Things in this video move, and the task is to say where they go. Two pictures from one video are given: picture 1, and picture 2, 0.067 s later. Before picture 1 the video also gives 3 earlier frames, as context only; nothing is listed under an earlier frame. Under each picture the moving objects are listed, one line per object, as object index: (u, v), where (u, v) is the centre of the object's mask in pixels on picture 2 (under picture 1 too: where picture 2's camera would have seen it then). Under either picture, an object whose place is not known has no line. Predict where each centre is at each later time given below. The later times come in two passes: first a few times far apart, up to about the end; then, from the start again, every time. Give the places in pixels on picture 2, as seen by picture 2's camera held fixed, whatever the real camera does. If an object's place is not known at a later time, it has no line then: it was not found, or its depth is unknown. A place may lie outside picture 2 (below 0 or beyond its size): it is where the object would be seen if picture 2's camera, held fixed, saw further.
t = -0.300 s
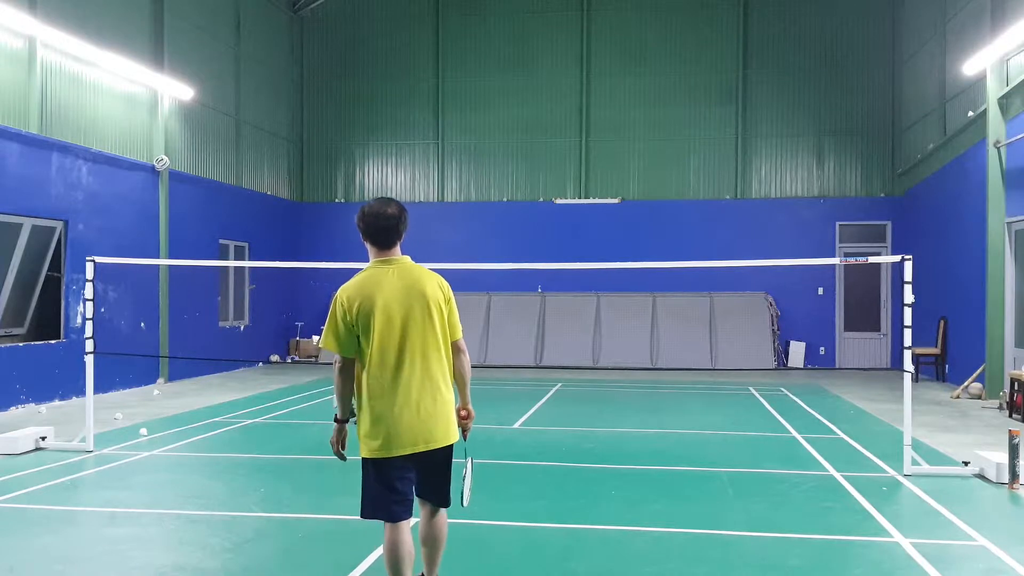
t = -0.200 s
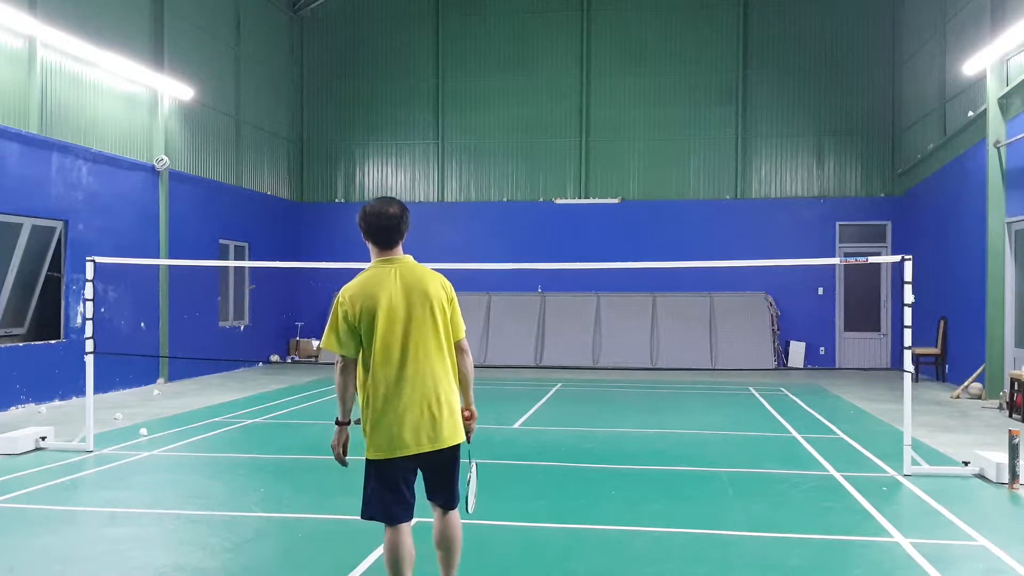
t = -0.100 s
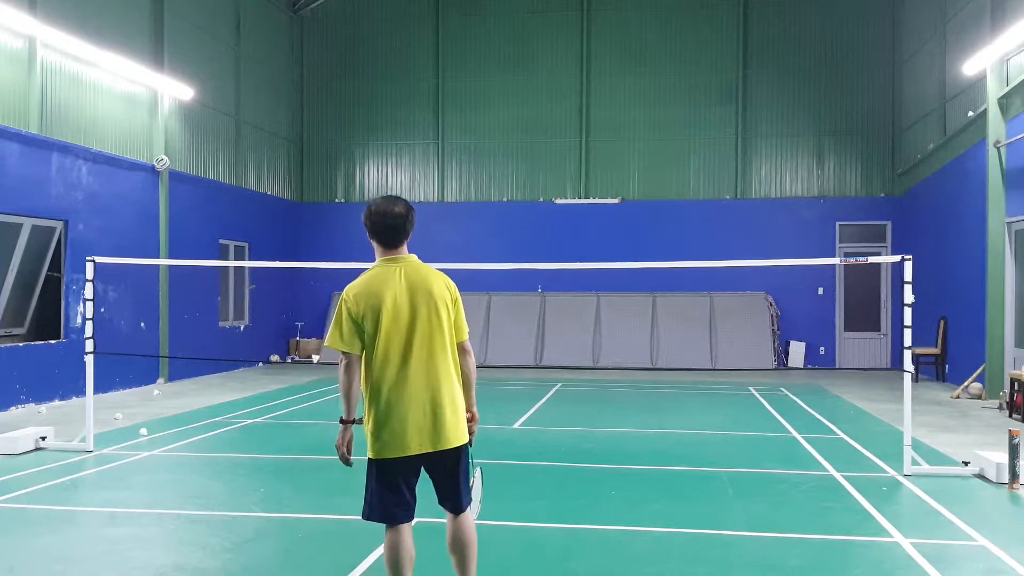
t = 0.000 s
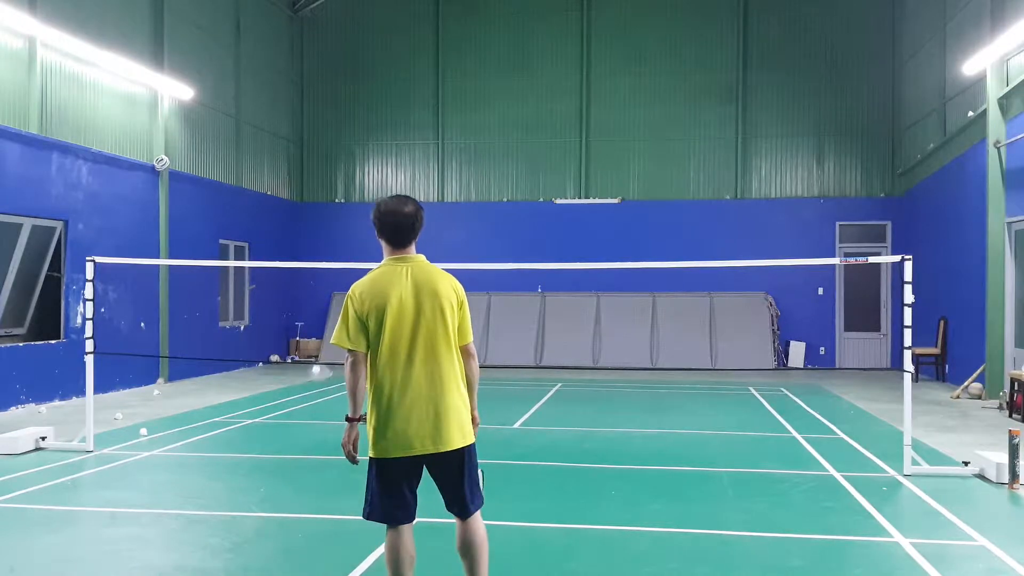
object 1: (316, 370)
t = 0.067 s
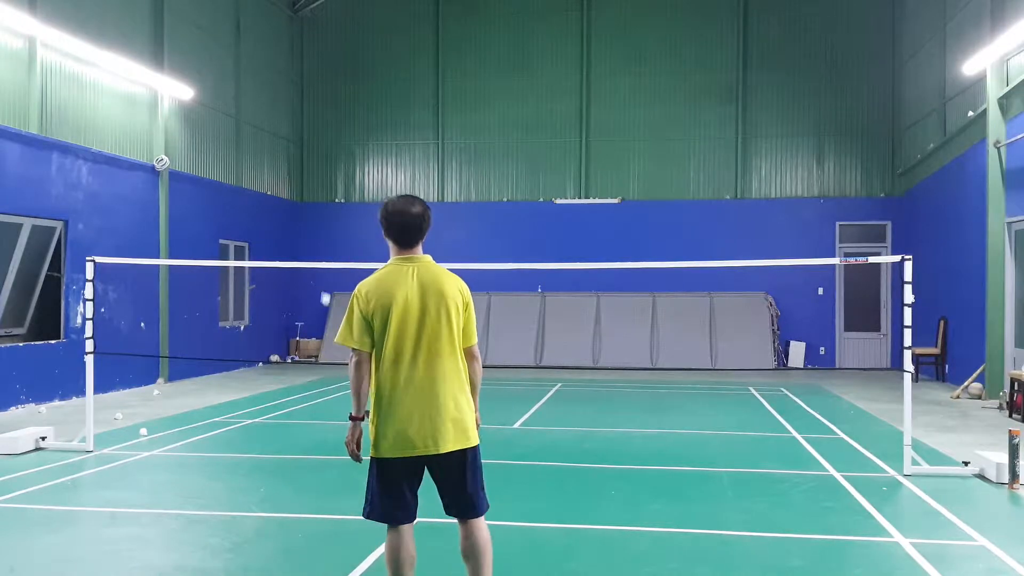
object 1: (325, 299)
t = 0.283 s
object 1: (354, 151)
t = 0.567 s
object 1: (387, 54)
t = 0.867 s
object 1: (427, 64)
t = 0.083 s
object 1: (326, 285)
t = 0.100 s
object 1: (325, 272)
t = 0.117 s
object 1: (326, 255)
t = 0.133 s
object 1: (329, 241)
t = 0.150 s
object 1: (331, 229)
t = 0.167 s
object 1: (335, 218)
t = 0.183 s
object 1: (338, 208)
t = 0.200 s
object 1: (342, 198)
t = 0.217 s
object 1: (346, 188)
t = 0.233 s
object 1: (348, 178)
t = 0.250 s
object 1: (351, 168)
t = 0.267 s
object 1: (353, 159)
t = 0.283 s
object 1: (354, 151)
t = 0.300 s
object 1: (356, 143)
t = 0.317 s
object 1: (358, 135)
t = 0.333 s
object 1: (359, 127)
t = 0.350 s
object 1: (361, 119)
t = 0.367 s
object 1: (363, 112)
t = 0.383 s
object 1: (365, 106)
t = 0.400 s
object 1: (366, 99)
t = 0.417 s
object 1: (369, 94)
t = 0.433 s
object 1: (371, 88)
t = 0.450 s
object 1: (373, 82)
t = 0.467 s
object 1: (375, 77)
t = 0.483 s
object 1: (377, 73)
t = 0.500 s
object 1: (379, 69)
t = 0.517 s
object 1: (381, 65)
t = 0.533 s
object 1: (383, 61)
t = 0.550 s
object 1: (385, 57)
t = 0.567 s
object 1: (387, 54)
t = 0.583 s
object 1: (389, 52)
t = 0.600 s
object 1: (392, 49)
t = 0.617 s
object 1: (394, 47)
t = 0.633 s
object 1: (396, 46)
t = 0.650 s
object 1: (398, 45)
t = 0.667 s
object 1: (400, 44)
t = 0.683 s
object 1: (402, 43)
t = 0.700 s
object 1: (404, 43)
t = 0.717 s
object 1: (406, 43)
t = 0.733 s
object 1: (408, 44)
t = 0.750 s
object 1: (411, 45)
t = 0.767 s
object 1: (413, 46)
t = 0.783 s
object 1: (415, 48)
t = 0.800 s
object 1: (417, 50)
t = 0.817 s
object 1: (420, 53)
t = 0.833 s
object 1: (422, 56)
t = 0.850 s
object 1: (424, 60)
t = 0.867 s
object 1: (427, 64)
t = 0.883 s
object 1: (429, 68)
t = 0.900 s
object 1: (431, 73)
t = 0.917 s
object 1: (433, 78)
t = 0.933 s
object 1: (436, 84)
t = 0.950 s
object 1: (438, 90)
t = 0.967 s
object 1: (440, 96)
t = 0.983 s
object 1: (442, 103)
